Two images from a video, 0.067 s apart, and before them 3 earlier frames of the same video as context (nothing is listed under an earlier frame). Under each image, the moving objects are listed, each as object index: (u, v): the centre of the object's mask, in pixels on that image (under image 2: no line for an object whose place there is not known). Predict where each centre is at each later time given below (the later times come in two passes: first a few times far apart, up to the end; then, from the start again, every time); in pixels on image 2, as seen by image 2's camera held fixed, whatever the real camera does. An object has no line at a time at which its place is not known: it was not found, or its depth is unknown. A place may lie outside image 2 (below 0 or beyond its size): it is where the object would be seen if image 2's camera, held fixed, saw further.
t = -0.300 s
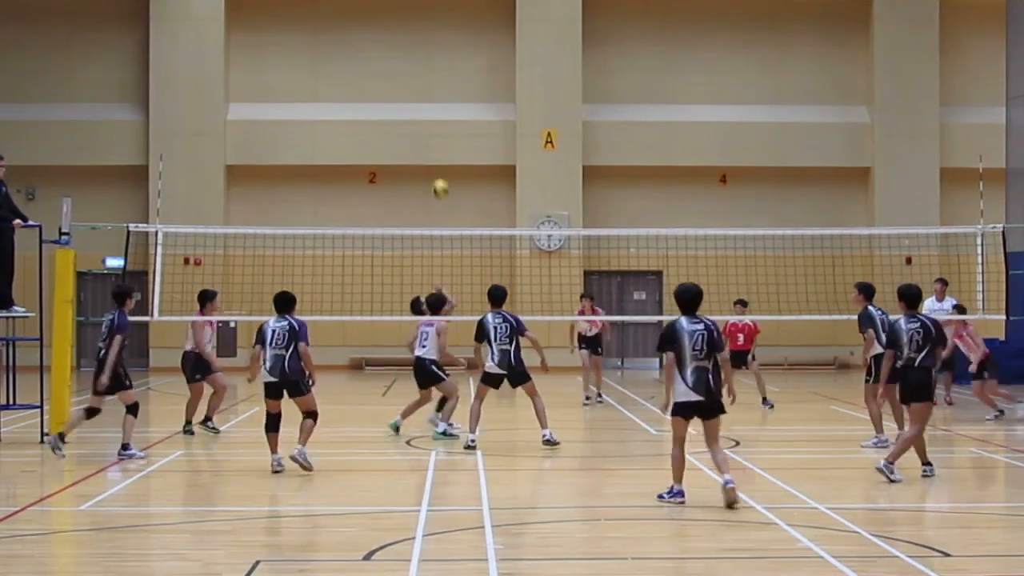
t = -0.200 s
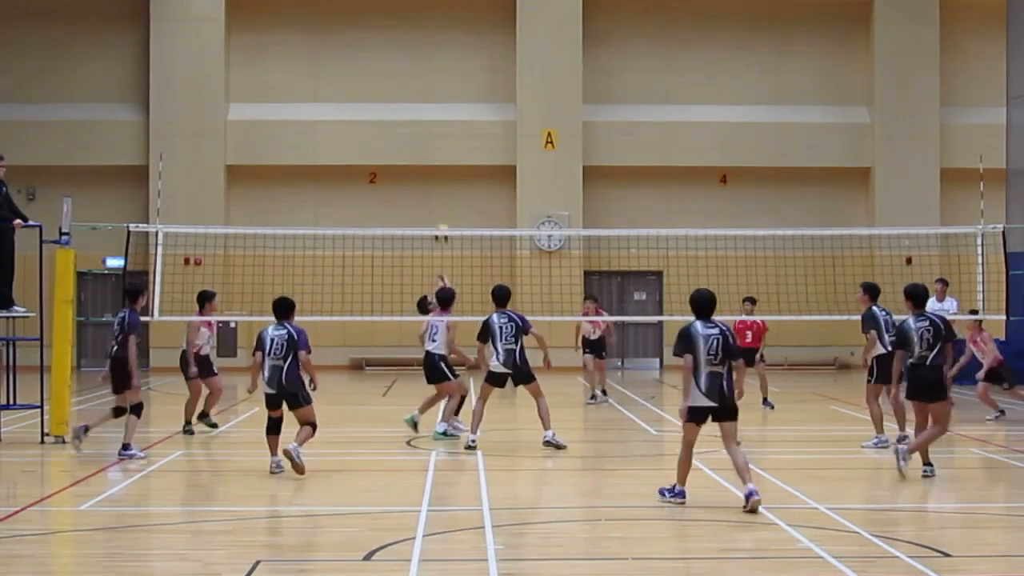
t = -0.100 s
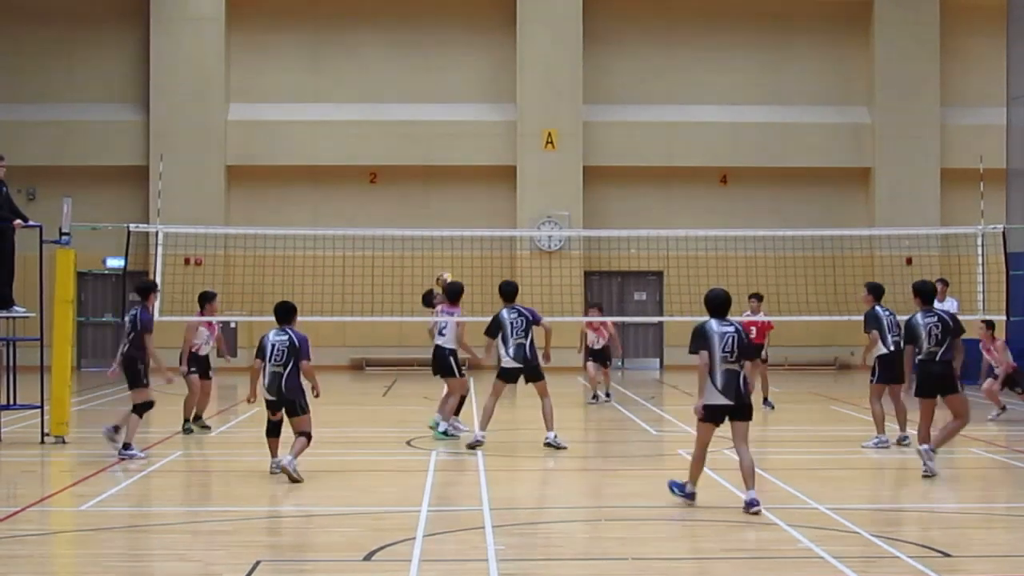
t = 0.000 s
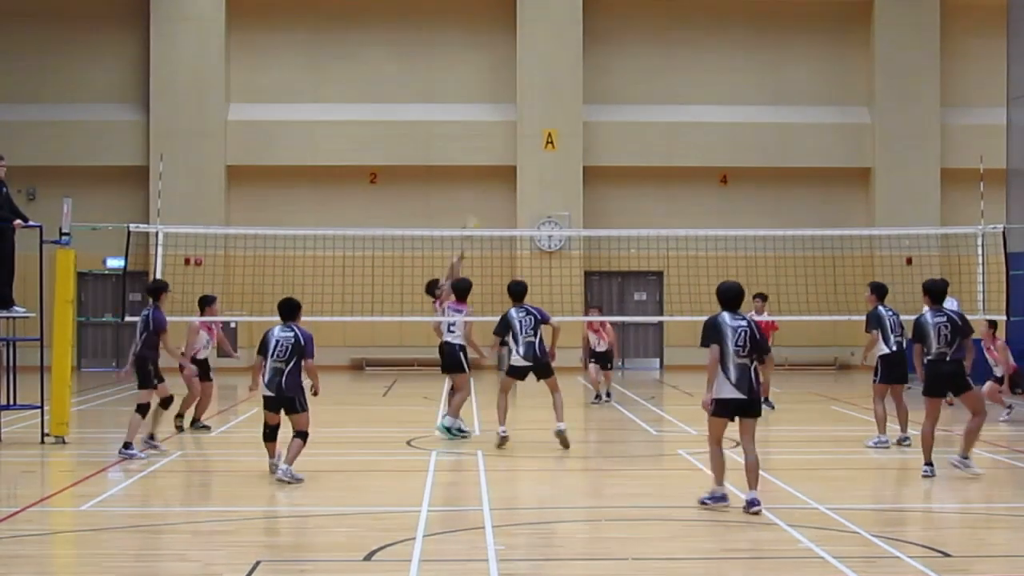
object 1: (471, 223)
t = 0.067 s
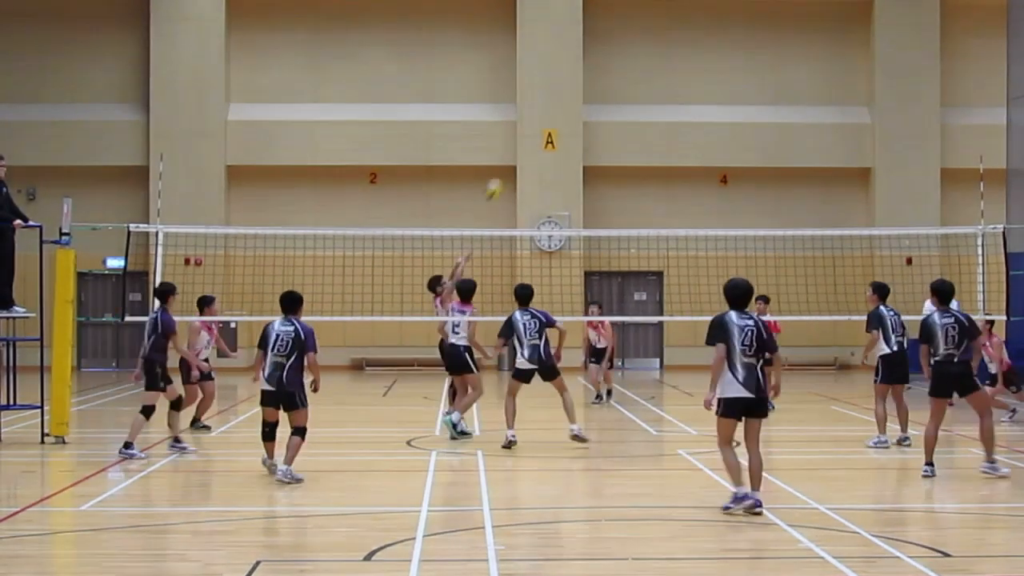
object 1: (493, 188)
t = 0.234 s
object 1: (549, 112)
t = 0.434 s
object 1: (615, 52)
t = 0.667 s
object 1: (691, 26)
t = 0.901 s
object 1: (764, 45)
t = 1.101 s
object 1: (824, 96)
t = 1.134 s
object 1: (834, 107)
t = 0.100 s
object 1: (505, 171)
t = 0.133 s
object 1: (517, 155)
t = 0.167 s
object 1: (528, 139)
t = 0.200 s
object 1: (538, 125)
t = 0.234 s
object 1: (549, 112)
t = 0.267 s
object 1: (560, 100)
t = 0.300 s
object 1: (571, 88)
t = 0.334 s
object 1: (582, 77)
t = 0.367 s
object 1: (593, 68)
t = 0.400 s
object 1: (605, 59)
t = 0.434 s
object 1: (615, 52)
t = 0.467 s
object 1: (626, 45)
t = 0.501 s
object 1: (637, 40)
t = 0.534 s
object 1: (648, 35)
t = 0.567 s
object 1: (659, 31)
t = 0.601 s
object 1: (669, 29)
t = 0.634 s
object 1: (680, 27)
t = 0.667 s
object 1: (691, 26)
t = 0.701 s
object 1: (701, 26)
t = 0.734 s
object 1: (712, 27)
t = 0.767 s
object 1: (721, 29)
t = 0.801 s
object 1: (732, 31)
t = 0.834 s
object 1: (743, 35)
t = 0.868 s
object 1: (753, 39)
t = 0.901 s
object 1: (764, 45)
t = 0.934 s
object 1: (774, 51)
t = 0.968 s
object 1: (785, 58)
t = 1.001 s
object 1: (794, 66)
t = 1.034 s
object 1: (805, 75)
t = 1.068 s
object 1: (815, 85)
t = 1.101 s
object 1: (824, 96)
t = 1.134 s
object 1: (834, 107)
